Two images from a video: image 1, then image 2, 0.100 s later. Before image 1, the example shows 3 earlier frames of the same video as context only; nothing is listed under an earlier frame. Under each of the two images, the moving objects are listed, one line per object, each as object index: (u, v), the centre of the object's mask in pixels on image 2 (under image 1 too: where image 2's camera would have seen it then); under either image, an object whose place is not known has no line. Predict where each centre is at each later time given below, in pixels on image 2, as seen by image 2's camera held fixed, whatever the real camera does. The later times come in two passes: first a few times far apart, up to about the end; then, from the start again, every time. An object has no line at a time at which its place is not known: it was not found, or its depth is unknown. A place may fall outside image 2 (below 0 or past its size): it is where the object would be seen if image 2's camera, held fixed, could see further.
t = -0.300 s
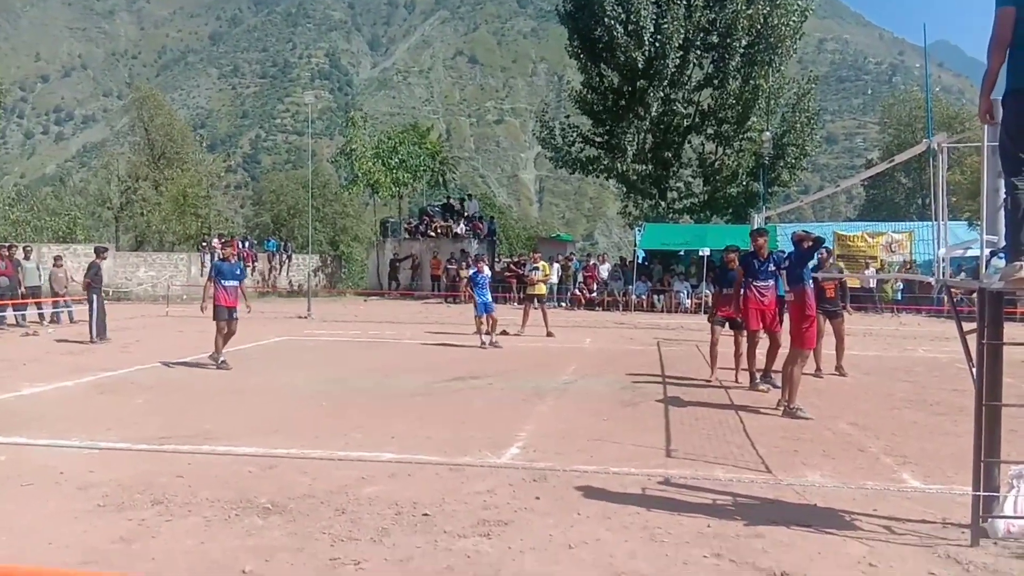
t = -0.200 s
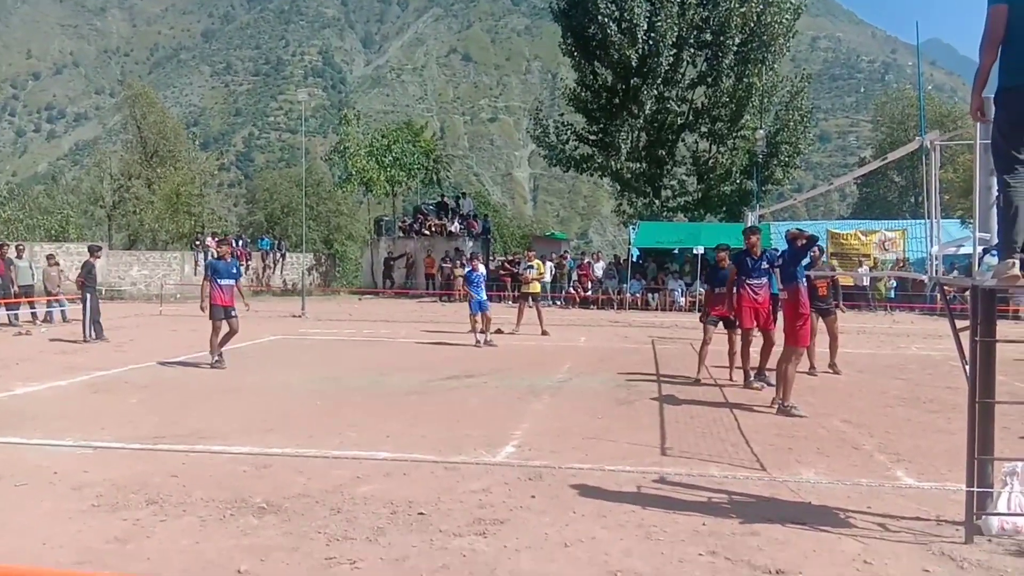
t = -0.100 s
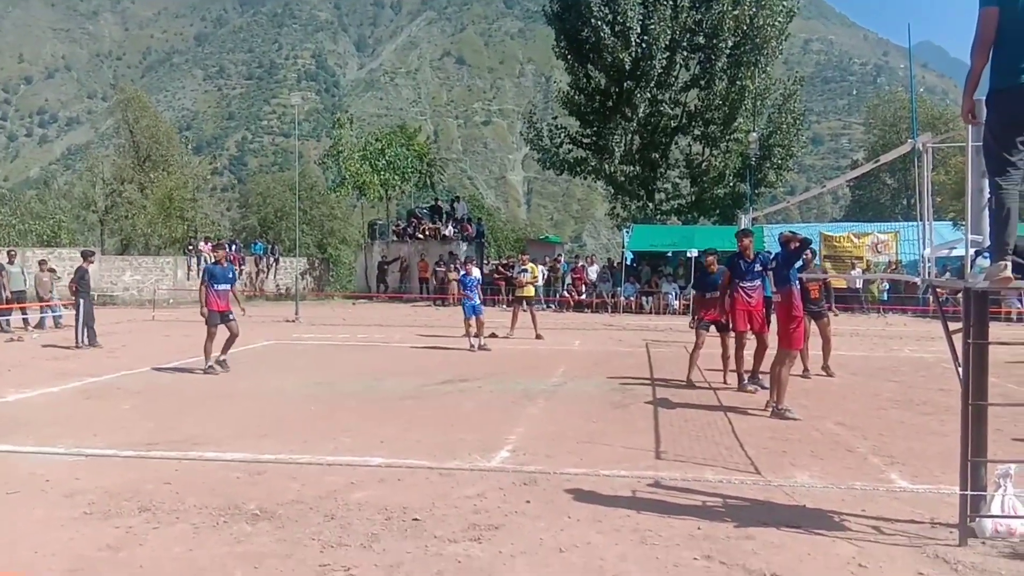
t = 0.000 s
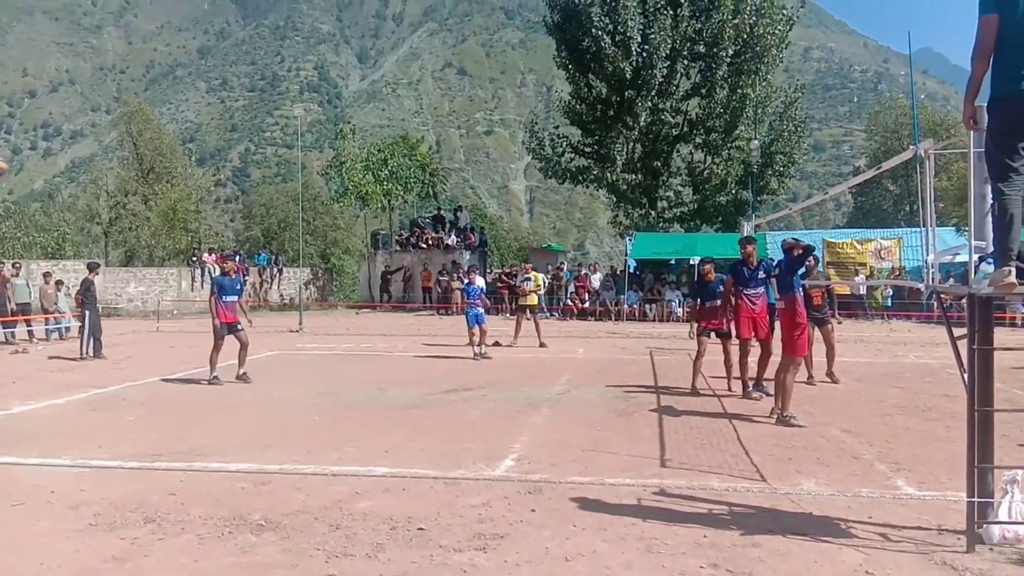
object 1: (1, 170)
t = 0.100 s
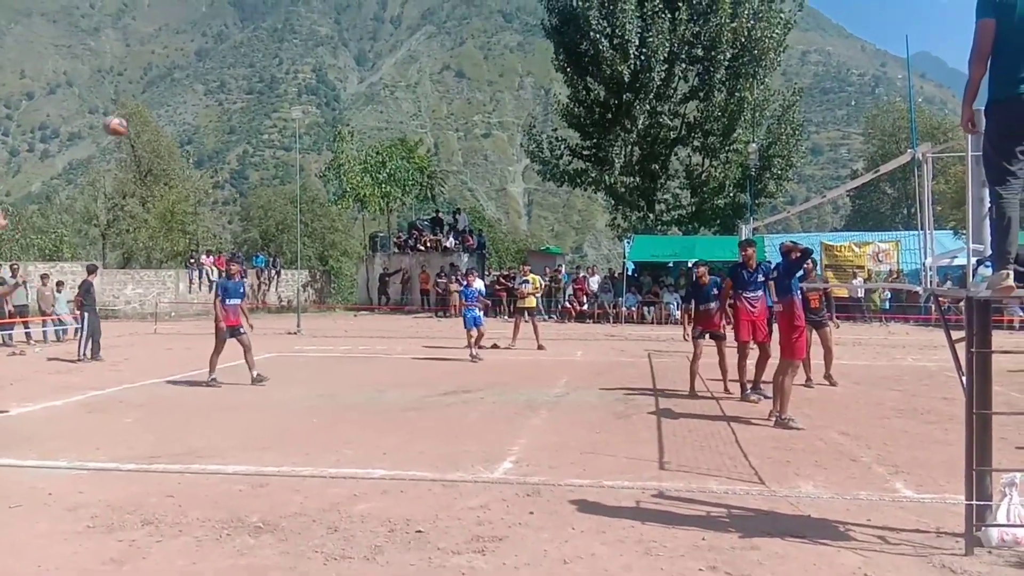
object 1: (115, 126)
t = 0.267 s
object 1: (325, 77)
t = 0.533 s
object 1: (672, 49)
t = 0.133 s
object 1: (157, 114)
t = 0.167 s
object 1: (199, 103)
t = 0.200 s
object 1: (241, 94)
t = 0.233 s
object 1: (283, 84)
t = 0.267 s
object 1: (325, 77)
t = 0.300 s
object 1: (368, 69)
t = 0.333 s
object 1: (411, 62)
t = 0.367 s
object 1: (453, 58)
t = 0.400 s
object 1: (497, 53)
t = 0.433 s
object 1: (540, 50)
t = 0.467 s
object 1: (585, 48)
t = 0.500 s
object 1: (629, 48)
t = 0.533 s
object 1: (672, 49)
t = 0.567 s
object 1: (716, 50)
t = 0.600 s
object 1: (762, 53)
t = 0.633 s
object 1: (806, 57)
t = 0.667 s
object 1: (855, 61)
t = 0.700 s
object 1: (901, 67)
